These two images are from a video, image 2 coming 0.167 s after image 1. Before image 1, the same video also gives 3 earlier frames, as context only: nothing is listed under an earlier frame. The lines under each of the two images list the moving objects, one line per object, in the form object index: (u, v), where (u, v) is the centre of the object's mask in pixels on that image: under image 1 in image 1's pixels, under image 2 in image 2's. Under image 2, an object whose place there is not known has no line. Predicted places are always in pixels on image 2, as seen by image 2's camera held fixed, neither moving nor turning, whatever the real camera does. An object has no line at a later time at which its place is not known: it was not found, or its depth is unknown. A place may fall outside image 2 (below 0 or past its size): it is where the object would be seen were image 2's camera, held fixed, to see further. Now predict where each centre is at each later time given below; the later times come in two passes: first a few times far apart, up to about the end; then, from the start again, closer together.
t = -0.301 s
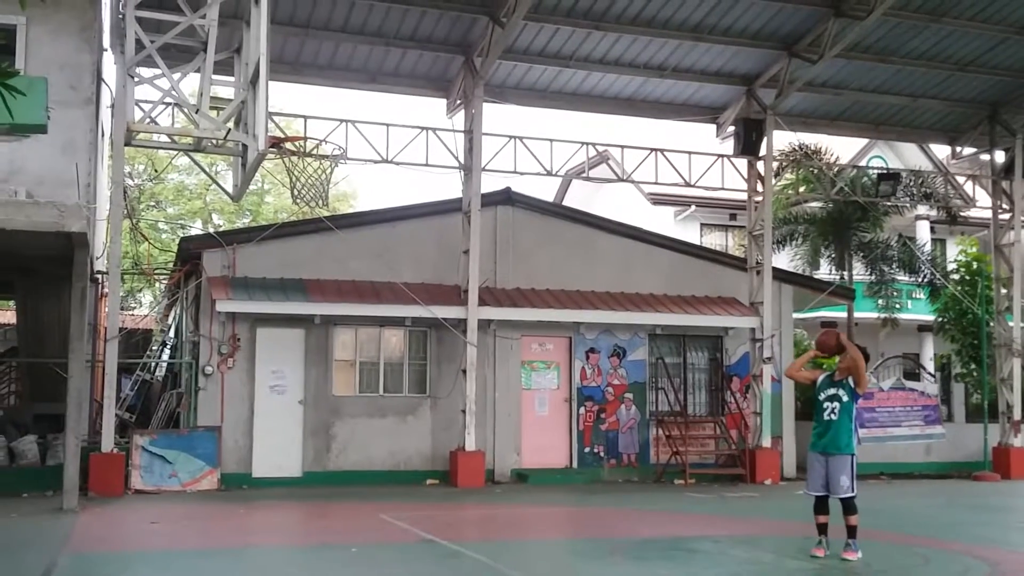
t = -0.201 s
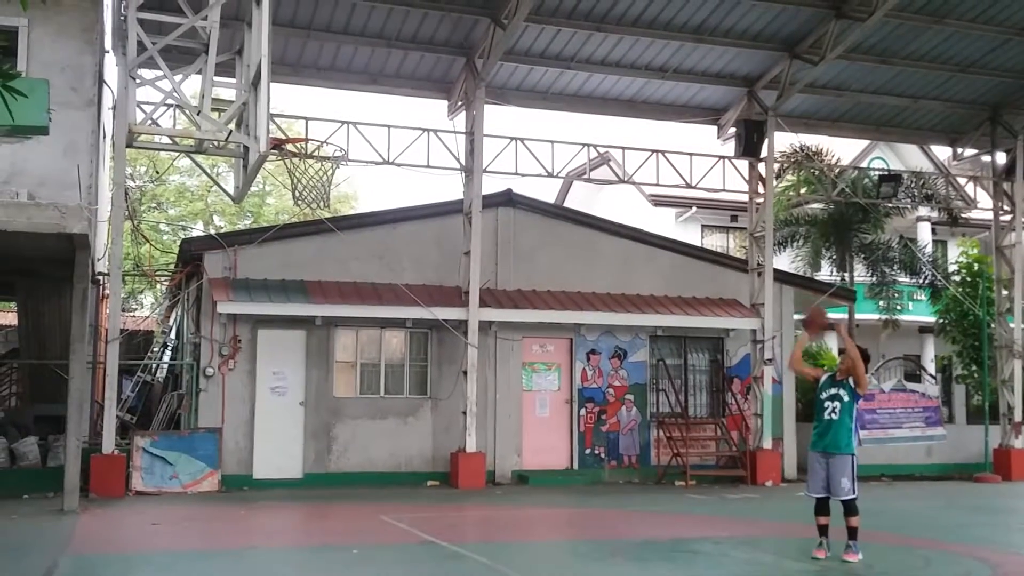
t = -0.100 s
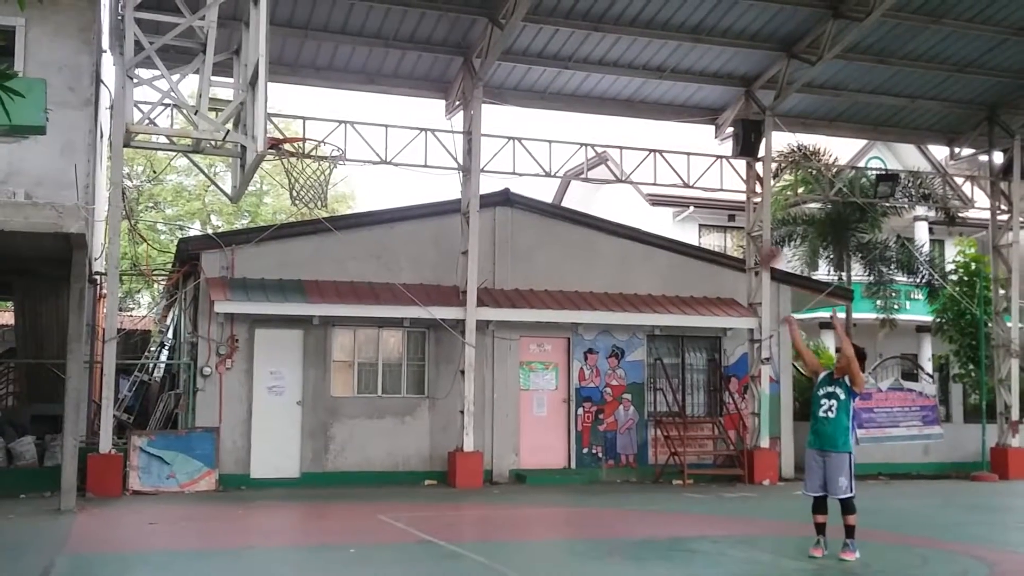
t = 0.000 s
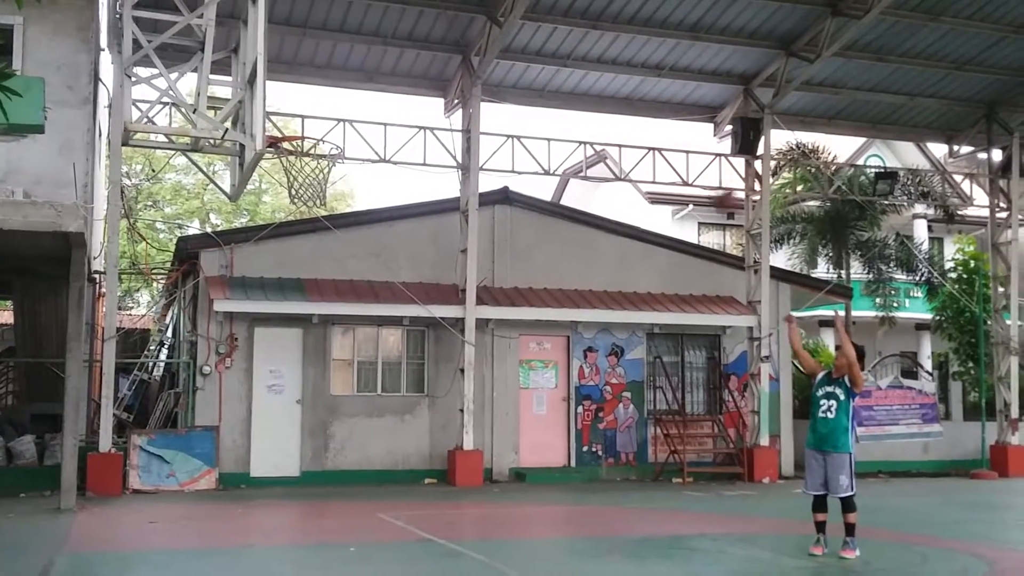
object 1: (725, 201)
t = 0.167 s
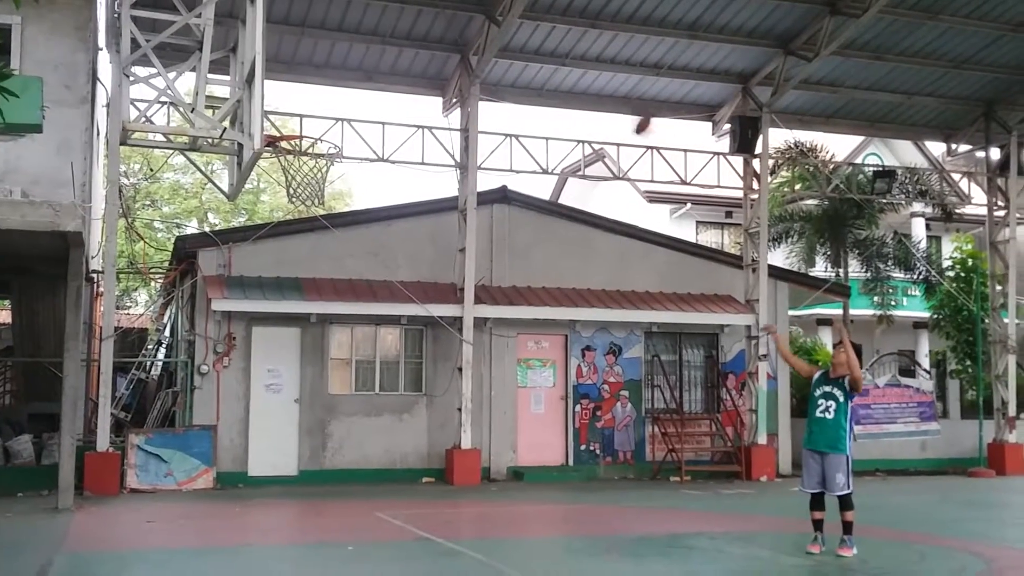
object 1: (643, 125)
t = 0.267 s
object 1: (593, 95)
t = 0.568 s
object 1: (435, 80)
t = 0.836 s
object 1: (283, 161)
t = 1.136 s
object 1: (312, 204)
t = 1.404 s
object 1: (347, 334)
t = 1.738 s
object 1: (386, 513)
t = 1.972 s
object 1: (417, 413)
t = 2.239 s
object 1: (446, 392)
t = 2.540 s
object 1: (473, 467)
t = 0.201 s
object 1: (625, 113)
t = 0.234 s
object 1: (610, 102)
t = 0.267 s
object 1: (593, 95)
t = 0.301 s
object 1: (577, 88)
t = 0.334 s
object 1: (557, 82)
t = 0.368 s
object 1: (541, 78)
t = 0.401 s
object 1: (525, 76)
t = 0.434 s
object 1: (506, 73)
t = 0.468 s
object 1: (488, 71)
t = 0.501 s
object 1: (470, 72)
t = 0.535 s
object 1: (454, 74)
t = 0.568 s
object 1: (435, 80)
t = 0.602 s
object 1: (419, 84)
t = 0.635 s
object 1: (397, 87)
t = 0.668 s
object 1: (378, 97)
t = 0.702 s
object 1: (358, 107)
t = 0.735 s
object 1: (339, 120)
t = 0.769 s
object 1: (317, 131)
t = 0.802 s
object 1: (300, 149)
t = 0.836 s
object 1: (283, 161)
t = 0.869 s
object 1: (276, 164)
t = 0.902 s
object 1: (276, 165)
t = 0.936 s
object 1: (281, 167)
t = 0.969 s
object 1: (287, 171)
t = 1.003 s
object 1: (292, 174)
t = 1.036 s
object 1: (297, 179)
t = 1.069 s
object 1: (302, 186)
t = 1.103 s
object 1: (307, 194)
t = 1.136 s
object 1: (312, 204)
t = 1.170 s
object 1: (318, 217)
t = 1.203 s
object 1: (321, 230)
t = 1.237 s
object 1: (325, 244)
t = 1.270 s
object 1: (329, 258)
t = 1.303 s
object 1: (333, 276)
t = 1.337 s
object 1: (338, 291)
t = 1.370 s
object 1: (342, 315)
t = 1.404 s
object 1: (347, 334)
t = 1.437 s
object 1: (350, 356)
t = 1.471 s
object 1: (354, 383)
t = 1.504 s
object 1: (358, 408)
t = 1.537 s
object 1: (362, 435)
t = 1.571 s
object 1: (366, 465)
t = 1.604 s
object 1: (369, 497)
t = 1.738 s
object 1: (386, 513)
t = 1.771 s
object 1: (390, 493)
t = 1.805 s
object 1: (395, 475)
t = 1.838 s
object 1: (400, 459)
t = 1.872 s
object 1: (404, 445)
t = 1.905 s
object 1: (408, 433)
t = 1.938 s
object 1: (413, 422)
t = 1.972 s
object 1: (417, 413)
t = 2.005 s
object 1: (420, 406)
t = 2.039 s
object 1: (424, 400)
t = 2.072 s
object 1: (428, 396)
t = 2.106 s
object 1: (432, 392)
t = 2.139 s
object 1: (435, 390)
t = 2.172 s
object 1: (439, 389)
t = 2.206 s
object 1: (442, 390)
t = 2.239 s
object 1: (446, 392)
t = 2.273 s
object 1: (450, 395)
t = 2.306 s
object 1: (453, 400)
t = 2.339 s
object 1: (456, 406)
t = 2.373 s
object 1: (459, 413)
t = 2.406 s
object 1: (462, 421)
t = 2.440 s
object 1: (465, 432)
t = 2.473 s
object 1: (469, 443)
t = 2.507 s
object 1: (471, 457)
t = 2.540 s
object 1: (473, 467)
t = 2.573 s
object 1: (477, 486)
